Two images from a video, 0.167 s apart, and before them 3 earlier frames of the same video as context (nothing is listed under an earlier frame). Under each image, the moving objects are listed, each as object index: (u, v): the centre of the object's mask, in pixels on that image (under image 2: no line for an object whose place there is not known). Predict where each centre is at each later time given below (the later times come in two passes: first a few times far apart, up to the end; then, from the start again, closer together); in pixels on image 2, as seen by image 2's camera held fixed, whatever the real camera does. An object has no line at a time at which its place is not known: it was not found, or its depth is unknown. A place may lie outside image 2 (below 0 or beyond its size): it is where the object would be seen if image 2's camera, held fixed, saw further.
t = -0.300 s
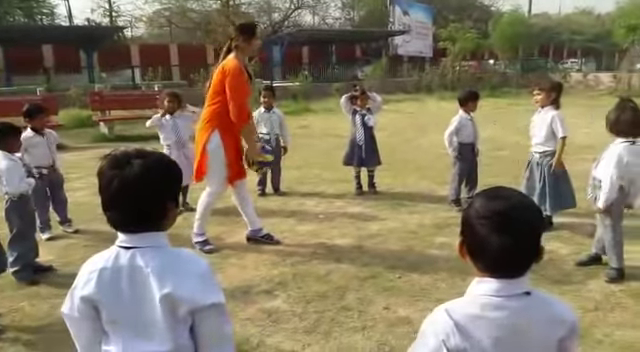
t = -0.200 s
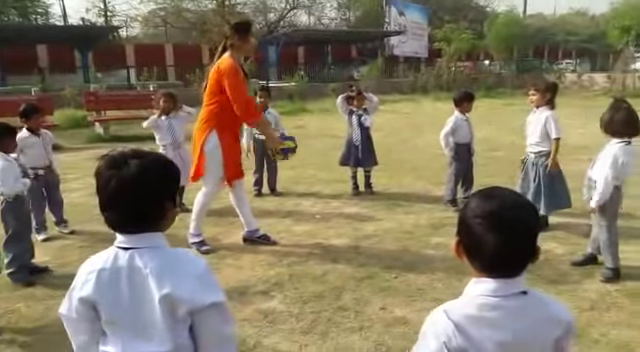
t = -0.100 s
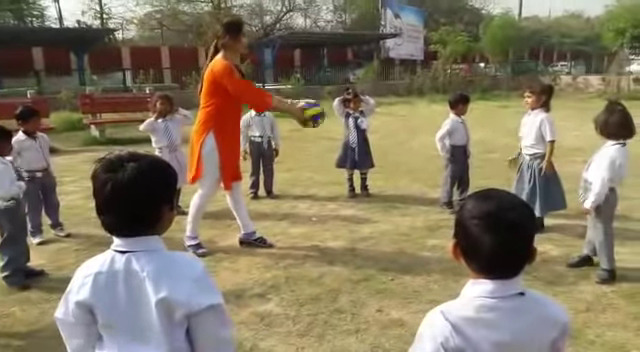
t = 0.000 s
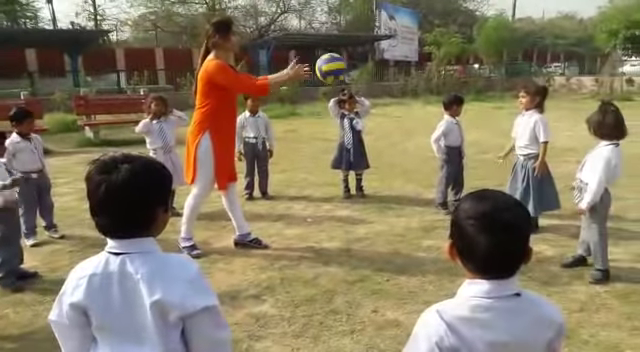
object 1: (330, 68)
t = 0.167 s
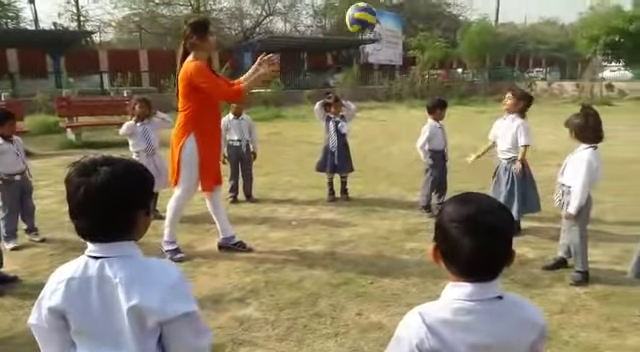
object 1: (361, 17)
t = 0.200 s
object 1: (370, 12)
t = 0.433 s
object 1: (429, 17)
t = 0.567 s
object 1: (460, 56)
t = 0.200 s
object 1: (370, 12)
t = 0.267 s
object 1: (387, 8)
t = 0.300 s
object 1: (396, 7)
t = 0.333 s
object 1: (405, 7)
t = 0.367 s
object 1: (413, 8)
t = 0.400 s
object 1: (421, 12)
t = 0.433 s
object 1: (429, 17)
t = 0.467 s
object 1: (437, 24)
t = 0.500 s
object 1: (445, 33)
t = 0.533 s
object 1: (452, 44)
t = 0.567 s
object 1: (460, 56)
